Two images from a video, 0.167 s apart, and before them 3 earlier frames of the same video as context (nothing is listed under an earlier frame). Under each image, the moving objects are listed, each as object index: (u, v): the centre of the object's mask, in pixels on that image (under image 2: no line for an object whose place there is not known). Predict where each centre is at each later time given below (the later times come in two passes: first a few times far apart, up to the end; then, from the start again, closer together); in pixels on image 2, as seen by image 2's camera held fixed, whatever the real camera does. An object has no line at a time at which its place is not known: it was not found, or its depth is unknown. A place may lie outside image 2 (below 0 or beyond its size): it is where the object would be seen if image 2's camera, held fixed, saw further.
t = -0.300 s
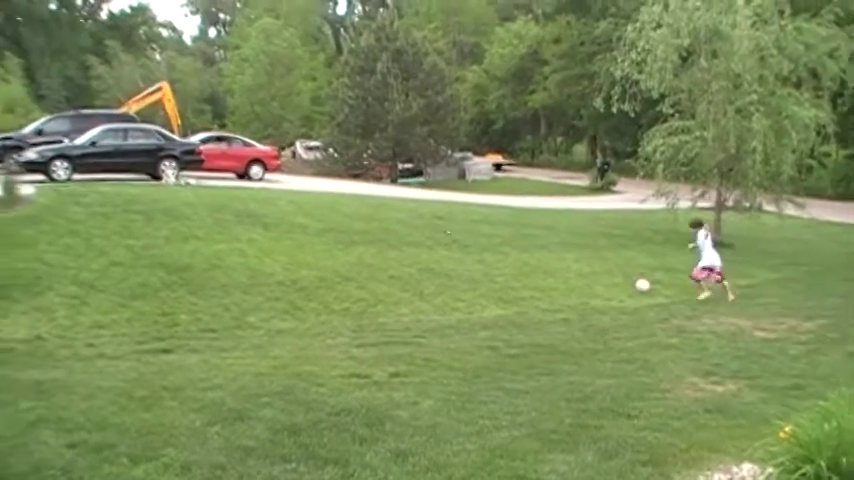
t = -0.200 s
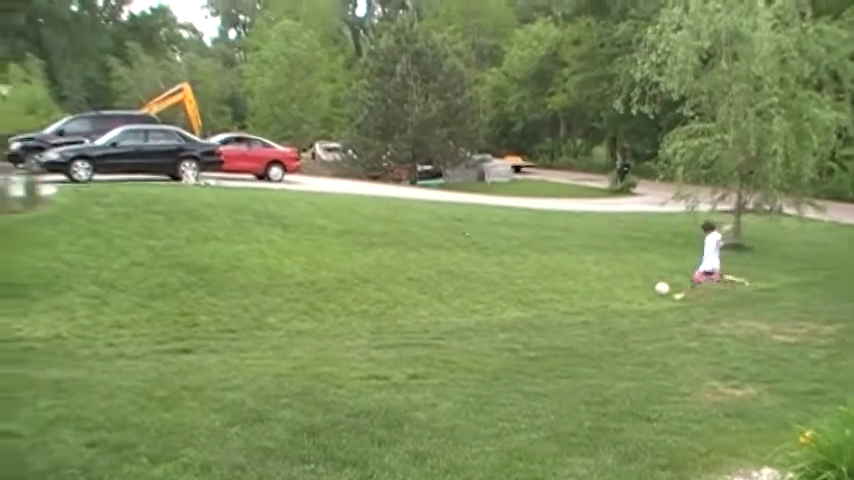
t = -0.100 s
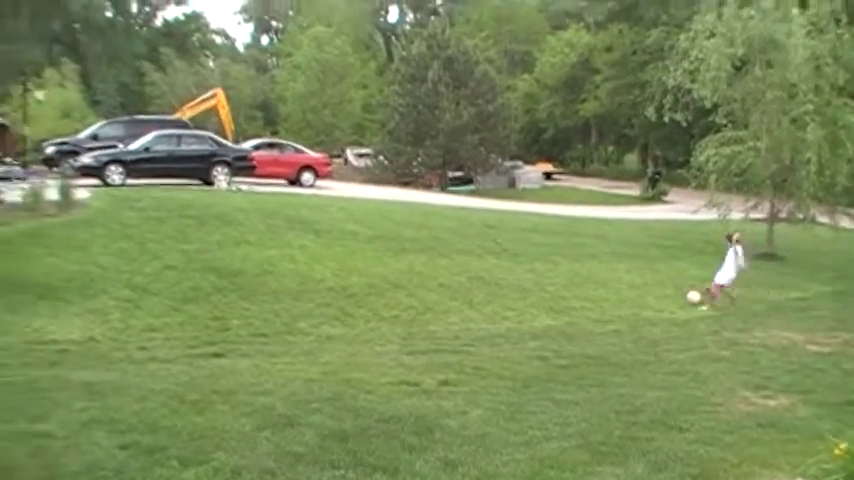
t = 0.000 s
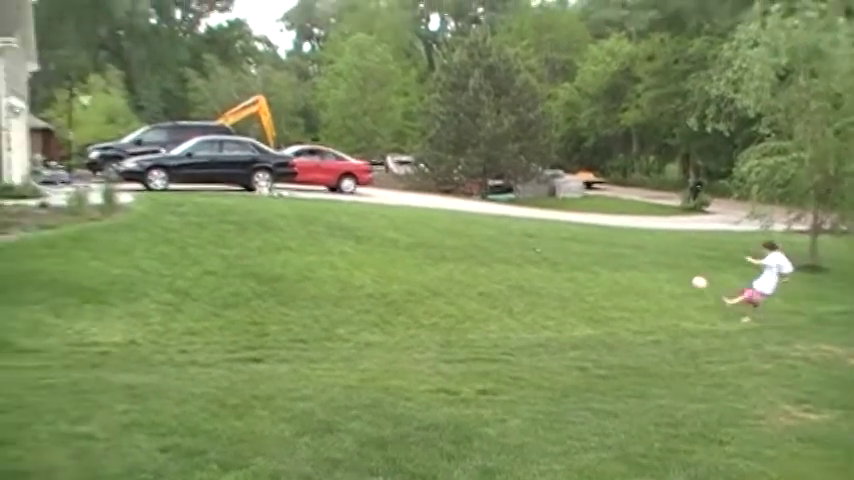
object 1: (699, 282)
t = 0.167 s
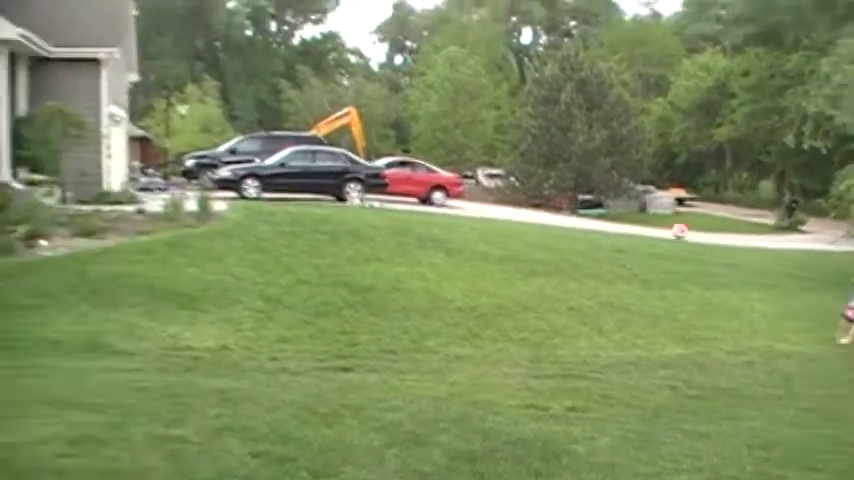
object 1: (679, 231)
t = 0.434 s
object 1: (462, 149)
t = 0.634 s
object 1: (269, 125)
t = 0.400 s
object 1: (491, 156)
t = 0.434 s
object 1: (462, 149)
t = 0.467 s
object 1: (431, 143)
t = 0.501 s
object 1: (401, 138)
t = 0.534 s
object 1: (368, 133)
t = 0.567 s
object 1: (336, 130)
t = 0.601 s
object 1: (303, 126)
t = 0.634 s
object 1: (269, 125)
